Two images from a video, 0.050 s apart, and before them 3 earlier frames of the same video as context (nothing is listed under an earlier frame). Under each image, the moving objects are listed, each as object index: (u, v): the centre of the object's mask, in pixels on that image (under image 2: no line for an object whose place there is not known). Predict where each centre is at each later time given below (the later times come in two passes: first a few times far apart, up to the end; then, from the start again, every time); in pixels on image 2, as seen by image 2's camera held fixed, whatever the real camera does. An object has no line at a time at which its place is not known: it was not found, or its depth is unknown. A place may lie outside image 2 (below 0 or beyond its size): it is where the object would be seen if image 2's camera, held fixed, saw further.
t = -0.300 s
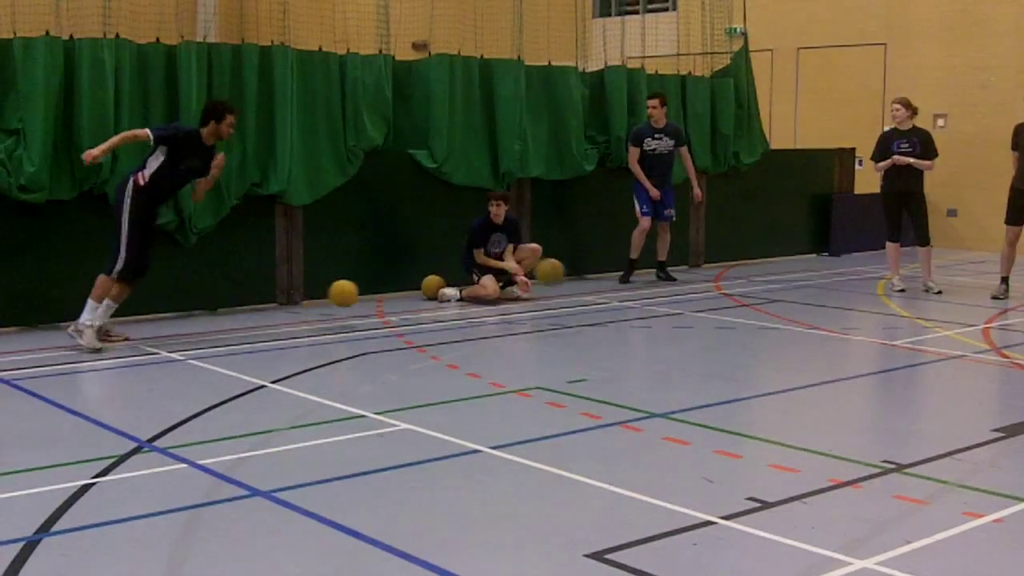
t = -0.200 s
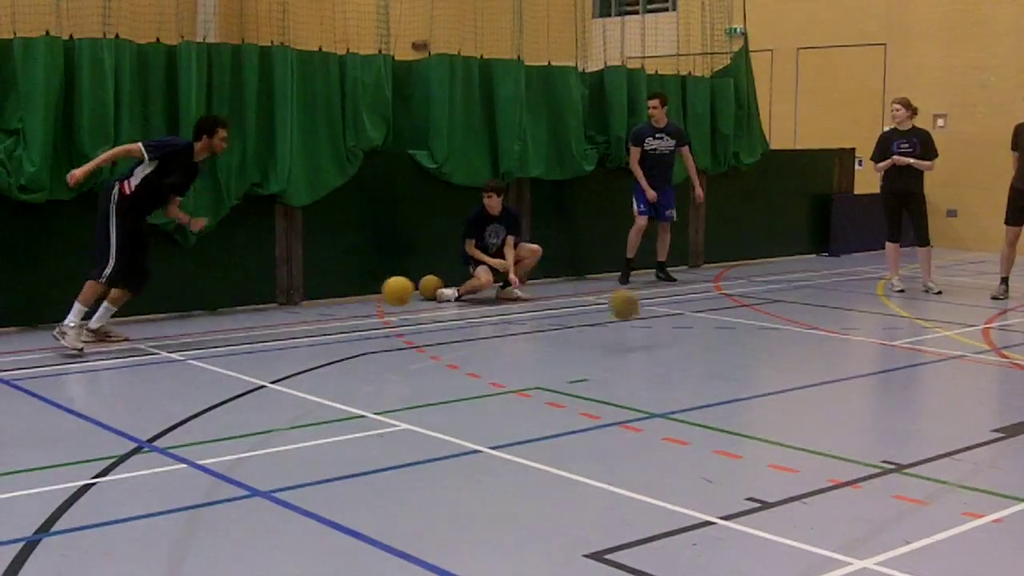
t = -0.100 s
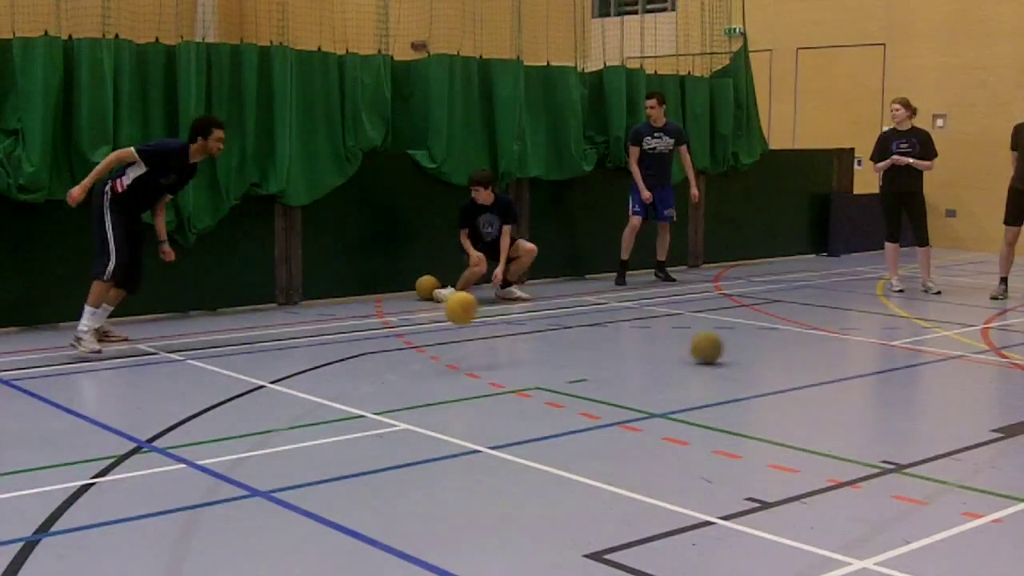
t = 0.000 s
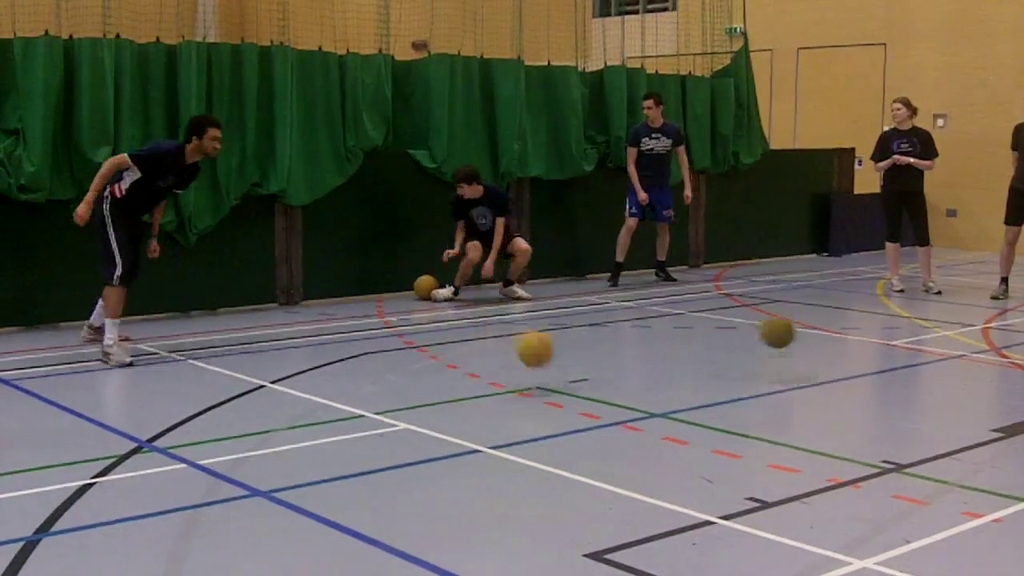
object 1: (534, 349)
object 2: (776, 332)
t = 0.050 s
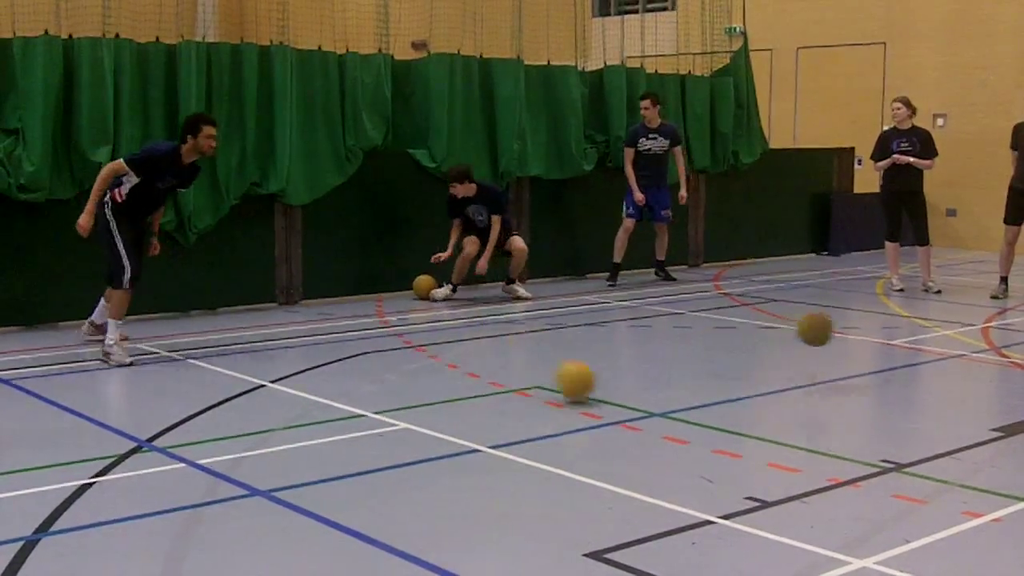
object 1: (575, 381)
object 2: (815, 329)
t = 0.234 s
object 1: (731, 378)
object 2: (970, 363)
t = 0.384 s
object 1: (896, 431)
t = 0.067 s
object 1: (589, 389)
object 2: (827, 329)
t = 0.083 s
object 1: (602, 386)
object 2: (841, 330)
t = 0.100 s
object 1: (615, 383)
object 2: (854, 331)
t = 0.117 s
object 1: (628, 381)
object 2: (868, 333)
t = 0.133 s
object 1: (641, 378)
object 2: (882, 335)
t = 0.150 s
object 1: (655, 376)
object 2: (896, 338)
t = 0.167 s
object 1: (671, 375)
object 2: (911, 342)
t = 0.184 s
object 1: (686, 375)
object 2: (926, 346)
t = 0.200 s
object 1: (700, 377)
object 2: (940, 351)
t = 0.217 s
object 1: (715, 377)
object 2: (954, 355)
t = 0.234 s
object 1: (731, 378)
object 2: (970, 363)
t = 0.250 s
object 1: (747, 380)
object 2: (985, 370)
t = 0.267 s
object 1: (765, 383)
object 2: (1000, 376)
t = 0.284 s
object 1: (783, 389)
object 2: (1014, 386)
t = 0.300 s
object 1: (800, 393)
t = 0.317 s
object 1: (818, 398)
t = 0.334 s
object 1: (837, 403)
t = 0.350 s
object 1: (856, 412)
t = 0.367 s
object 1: (877, 421)
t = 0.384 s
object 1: (896, 431)
